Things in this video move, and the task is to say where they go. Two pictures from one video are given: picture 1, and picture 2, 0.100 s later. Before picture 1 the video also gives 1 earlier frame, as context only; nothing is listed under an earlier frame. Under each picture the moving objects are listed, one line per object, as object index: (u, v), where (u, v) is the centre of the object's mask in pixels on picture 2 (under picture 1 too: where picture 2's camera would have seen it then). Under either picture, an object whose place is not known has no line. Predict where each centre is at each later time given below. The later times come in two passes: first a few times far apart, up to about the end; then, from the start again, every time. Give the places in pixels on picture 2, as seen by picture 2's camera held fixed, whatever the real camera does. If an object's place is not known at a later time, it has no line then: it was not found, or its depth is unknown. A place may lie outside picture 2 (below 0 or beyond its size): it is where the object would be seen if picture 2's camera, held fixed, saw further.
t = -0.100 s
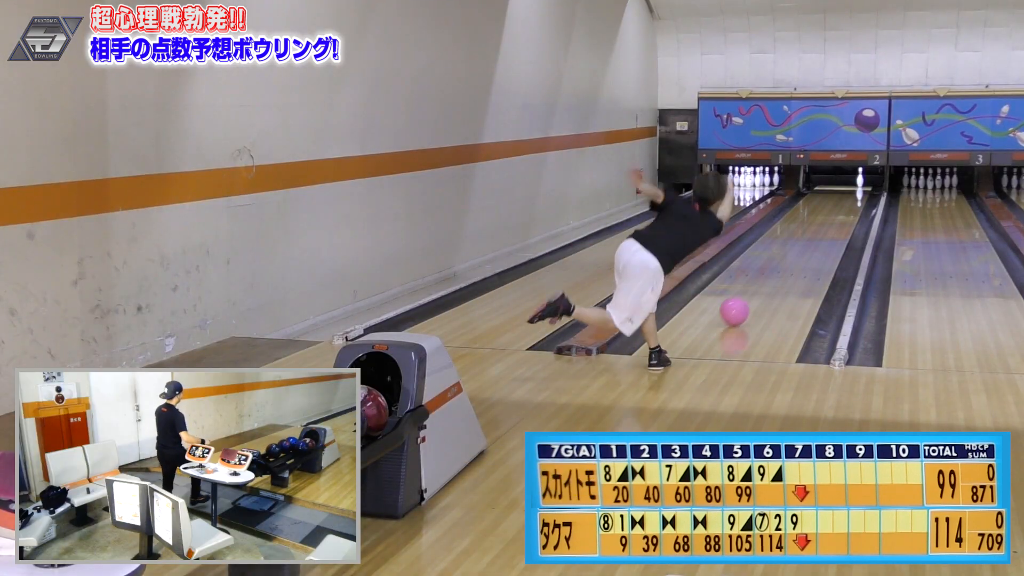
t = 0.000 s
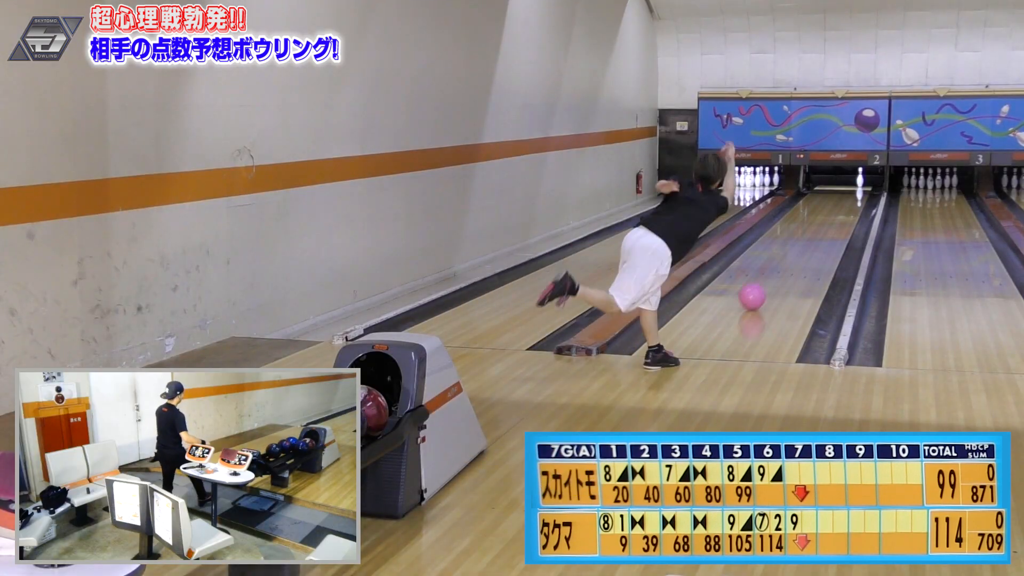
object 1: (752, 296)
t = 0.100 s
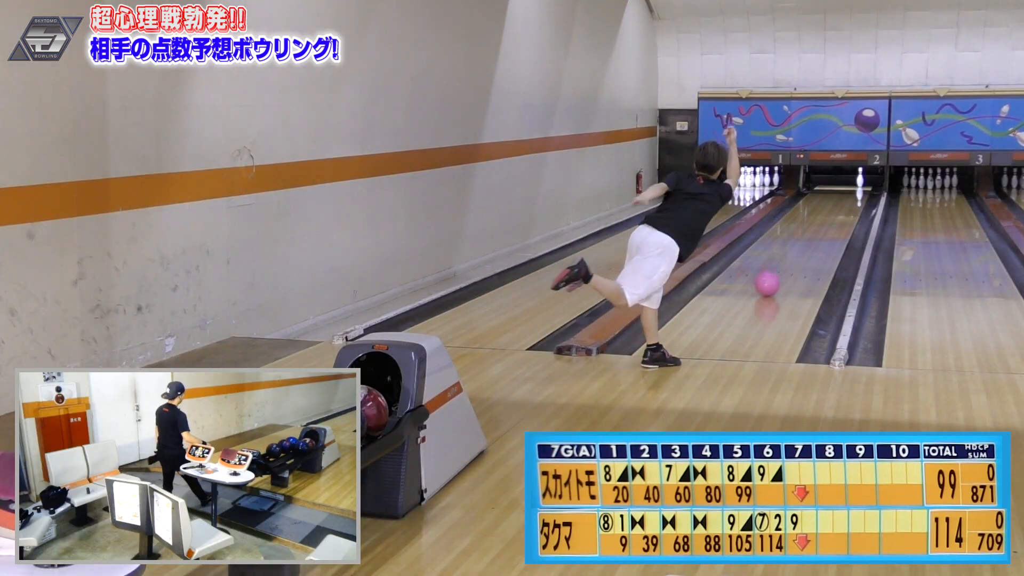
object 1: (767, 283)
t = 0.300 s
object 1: (792, 263)
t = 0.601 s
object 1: (819, 239)
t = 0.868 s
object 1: (836, 223)
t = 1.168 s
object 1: (850, 210)
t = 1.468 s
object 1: (859, 199)
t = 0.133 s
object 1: (771, 279)
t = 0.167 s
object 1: (776, 276)
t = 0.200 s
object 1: (780, 273)
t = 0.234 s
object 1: (784, 269)
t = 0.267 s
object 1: (788, 266)
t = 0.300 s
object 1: (792, 263)
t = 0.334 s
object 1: (795, 260)
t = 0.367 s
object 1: (799, 257)
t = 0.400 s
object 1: (802, 254)
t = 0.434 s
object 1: (805, 251)
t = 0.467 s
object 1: (808, 249)
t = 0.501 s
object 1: (811, 246)
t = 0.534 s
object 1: (814, 244)
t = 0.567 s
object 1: (817, 241)
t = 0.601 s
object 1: (819, 239)
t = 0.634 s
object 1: (821, 237)
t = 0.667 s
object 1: (824, 235)
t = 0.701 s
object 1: (826, 233)
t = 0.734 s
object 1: (828, 231)
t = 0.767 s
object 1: (831, 229)
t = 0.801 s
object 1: (832, 227)
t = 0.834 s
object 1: (834, 225)
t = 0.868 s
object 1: (836, 223)
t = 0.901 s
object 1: (838, 222)
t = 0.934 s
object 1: (840, 220)
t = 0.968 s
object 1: (841, 218)
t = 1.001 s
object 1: (843, 217)
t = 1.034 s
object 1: (844, 215)
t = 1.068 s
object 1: (846, 214)
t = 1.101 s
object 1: (847, 212)
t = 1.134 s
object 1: (849, 211)
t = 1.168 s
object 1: (850, 210)
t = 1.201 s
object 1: (851, 208)
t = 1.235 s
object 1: (852, 207)
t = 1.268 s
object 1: (854, 206)
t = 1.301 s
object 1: (854, 205)
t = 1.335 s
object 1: (855, 204)
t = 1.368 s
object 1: (856, 202)
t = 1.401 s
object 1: (857, 201)
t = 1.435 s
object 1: (858, 200)
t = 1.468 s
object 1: (859, 199)
